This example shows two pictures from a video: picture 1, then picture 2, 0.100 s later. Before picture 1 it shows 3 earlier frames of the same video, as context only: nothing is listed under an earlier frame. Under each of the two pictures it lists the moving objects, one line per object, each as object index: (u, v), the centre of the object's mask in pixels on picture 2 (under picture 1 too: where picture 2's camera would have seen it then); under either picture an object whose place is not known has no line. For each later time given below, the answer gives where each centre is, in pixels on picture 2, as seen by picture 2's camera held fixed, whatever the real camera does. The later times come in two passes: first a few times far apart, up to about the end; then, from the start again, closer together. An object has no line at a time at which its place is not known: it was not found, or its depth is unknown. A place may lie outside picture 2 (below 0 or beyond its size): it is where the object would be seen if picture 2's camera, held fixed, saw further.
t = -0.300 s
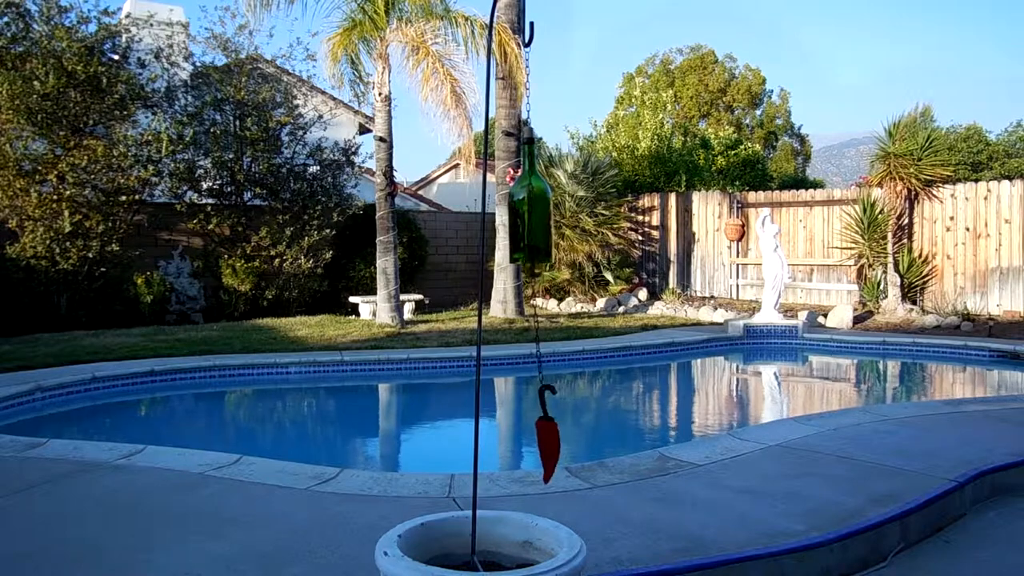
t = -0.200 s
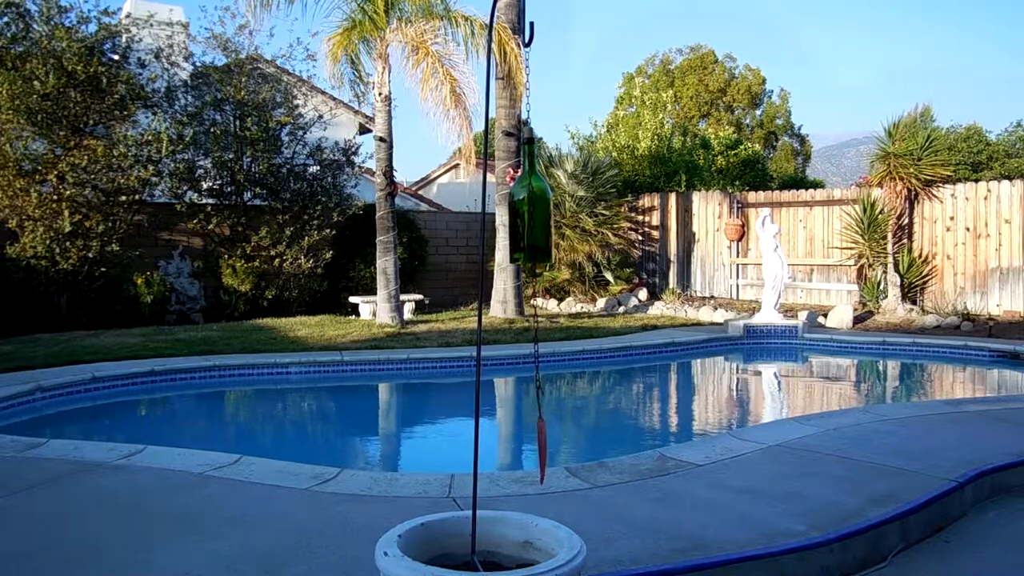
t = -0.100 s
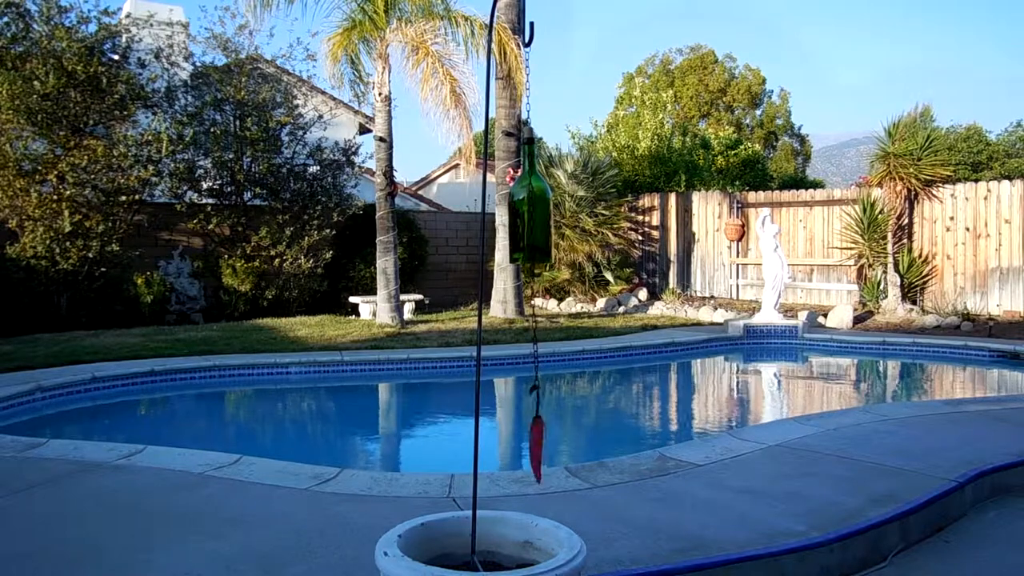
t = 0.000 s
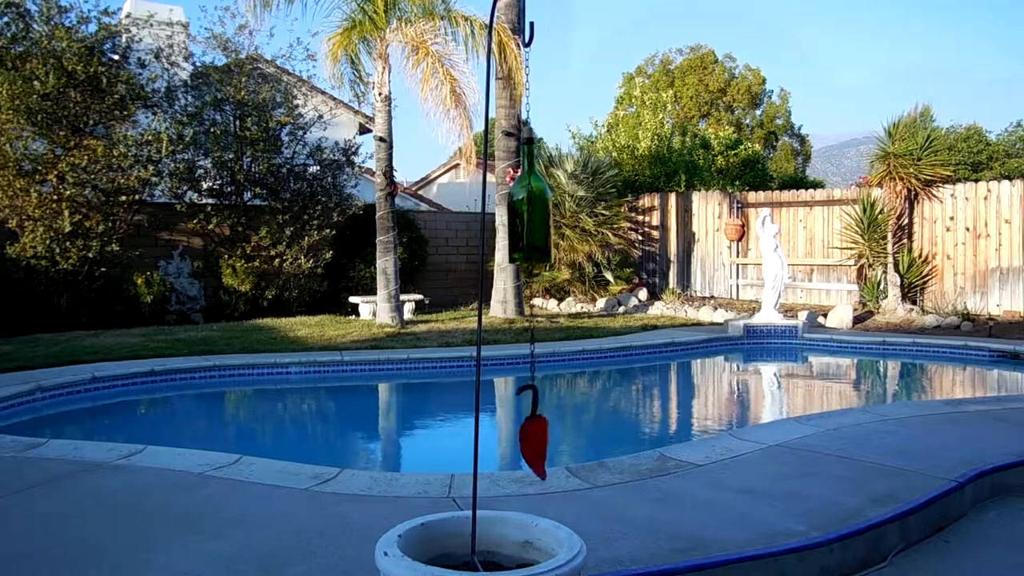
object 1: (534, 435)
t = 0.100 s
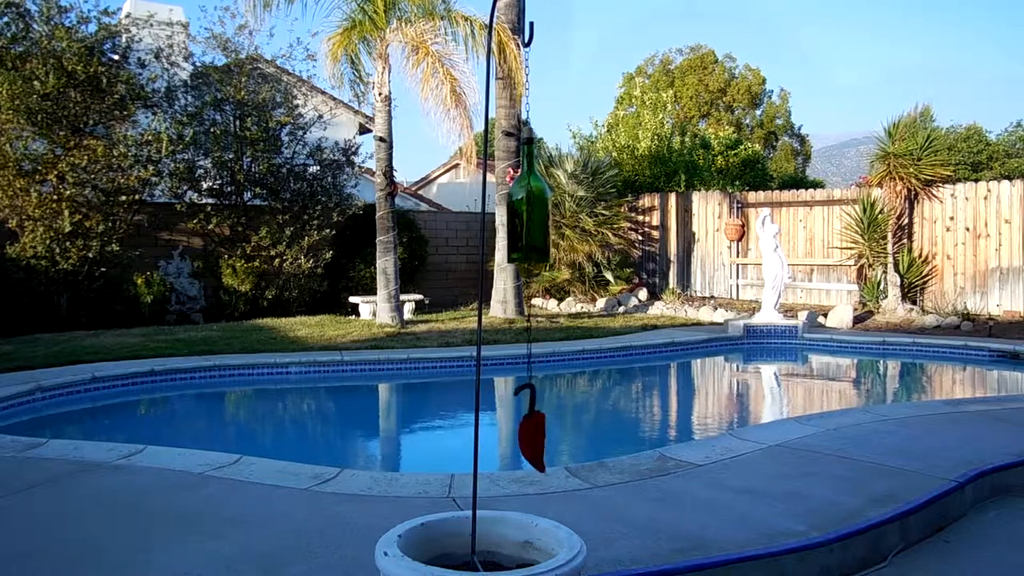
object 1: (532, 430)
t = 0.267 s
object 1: (527, 425)
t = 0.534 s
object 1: (518, 426)
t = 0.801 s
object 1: (522, 430)
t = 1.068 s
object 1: (540, 438)
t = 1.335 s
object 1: (529, 436)
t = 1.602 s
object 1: (513, 429)
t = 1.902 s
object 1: (515, 427)
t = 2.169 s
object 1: (528, 427)
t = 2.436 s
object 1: (529, 431)
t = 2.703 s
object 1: (532, 435)
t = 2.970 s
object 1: (529, 434)
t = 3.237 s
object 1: (517, 426)
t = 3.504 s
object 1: (529, 421)
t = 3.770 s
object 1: (548, 426)
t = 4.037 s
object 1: (546, 434)
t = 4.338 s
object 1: (527, 461)
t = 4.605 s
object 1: (517, 448)
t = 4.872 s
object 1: (521, 430)
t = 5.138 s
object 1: (539, 425)
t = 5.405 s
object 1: (552, 426)
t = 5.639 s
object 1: (539, 454)
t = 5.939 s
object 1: (524, 439)
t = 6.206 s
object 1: (527, 434)
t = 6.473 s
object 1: (528, 427)
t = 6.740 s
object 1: (538, 429)
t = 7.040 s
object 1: (549, 431)
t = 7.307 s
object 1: (538, 452)
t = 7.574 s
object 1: (521, 436)
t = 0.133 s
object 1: (531, 429)
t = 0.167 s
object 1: (530, 428)
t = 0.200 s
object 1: (529, 427)
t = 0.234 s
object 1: (528, 425)
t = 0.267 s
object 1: (527, 425)
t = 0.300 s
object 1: (526, 424)
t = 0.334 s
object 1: (525, 424)
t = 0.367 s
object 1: (523, 424)
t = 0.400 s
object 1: (522, 424)
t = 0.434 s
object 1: (521, 424)
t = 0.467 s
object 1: (520, 424)
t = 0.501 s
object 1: (519, 425)
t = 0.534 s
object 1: (518, 426)
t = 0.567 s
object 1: (517, 426)
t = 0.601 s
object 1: (517, 426)
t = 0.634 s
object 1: (516, 427)
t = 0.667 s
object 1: (517, 427)
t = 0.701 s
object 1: (517, 428)
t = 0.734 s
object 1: (518, 429)
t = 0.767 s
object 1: (519, 430)
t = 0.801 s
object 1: (522, 430)
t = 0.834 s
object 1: (524, 430)
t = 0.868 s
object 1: (526, 432)
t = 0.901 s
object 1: (528, 433)
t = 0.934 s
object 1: (531, 433)
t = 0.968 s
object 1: (533, 434)
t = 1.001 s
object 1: (536, 435)
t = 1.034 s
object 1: (539, 440)
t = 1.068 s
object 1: (540, 438)
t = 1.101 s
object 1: (542, 460)
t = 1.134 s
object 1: (542, 456)
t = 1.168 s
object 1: (542, 446)
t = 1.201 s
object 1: (541, 437)
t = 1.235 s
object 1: (539, 437)
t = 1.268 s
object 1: (536, 436)
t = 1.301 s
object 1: (532, 436)
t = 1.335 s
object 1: (529, 436)
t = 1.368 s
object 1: (526, 435)
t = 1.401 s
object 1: (522, 434)
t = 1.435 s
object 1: (519, 433)
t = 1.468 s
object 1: (517, 432)
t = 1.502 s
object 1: (515, 431)
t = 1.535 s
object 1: (513, 429)
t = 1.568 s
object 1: (513, 427)
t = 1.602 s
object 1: (513, 429)
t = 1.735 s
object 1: (513, 428)
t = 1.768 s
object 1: (513, 428)
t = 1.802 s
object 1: (513, 428)
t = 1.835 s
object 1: (514, 427)
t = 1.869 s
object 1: (514, 427)
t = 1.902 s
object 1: (515, 427)
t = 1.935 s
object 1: (516, 426)
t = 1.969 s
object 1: (517, 426)
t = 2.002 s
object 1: (519, 427)
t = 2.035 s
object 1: (521, 425)
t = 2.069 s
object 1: (522, 426)
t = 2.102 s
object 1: (524, 431)
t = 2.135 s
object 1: (527, 433)
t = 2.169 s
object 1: (528, 427)
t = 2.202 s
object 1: (529, 428)
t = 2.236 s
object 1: (529, 428)
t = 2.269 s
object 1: (528, 429)
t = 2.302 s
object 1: (528, 430)
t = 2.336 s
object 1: (528, 430)
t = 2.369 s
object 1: (528, 430)
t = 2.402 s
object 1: (528, 430)
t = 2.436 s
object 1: (529, 431)
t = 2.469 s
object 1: (530, 429)
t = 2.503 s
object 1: (530, 426)
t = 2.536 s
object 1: (531, 433)
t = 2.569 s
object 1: (532, 438)
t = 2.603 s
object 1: (533, 435)
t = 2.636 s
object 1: (533, 435)
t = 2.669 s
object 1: (533, 435)
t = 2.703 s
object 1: (532, 435)
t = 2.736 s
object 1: (532, 435)
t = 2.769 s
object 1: (531, 435)
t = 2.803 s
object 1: (531, 435)
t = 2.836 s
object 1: (531, 435)
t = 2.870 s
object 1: (531, 442)
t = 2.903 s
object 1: (530, 452)
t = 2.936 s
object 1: (529, 444)
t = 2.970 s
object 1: (529, 434)
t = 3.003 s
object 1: (527, 434)
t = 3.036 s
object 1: (526, 433)
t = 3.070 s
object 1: (523, 433)
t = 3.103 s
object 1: (521, 432)
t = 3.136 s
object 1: (519, 431)
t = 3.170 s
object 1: (518, 429)
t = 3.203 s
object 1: (517, 428)
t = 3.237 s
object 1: (517, 426)
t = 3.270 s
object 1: (517, 425)
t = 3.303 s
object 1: (517, 423)
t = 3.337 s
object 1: (519, 423)
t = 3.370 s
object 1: (520, 422)
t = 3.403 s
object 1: (522, 422)
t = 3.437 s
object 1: (524, 421)
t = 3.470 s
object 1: (526, 421)
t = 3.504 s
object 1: (529, 421)
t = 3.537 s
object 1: (531, 421)
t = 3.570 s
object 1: (534, 421)
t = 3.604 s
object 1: (537, 422)
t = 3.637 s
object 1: (540, 422)
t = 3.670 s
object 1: (542, 423)
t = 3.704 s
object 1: (545, 423)
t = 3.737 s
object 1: (547, 424)
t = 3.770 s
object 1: (548, 426)
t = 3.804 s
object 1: (549, 426)
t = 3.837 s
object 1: (550, 427)
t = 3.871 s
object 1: (550, 428)
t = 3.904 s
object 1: (550, 429)
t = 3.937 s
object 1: (549, 430)
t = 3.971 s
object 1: (548, 431)
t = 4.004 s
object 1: (547, 433)
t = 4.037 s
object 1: (546, 434)
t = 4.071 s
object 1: (544, 435)
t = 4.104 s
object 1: (542, 436)
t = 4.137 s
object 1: (540, 438)
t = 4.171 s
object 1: (538, 438)
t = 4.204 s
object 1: (536, 450)
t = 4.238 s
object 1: (534, 450)
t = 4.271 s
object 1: (531, 455)
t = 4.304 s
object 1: (529, 459)
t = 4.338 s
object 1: (527, 461)
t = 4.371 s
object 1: (525, 456)
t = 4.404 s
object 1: (523, 454)
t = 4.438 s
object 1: (522, 452)
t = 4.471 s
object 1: (521, 452)
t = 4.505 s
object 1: (519, 451)
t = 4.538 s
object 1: (518, 449)
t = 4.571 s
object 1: (517, 449)
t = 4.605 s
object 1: (517, 448)
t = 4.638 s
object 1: (517, 447)
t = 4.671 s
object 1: (516, 447)
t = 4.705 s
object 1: (517, 446)
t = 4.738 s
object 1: (517, 444)
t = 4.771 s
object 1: (518, 442)
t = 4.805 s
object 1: (519, 442)
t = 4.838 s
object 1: (520, 431)
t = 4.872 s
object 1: (521, 430)
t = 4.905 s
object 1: (523, 429)
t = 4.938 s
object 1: (525, 428)
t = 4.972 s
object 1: (527, 428)
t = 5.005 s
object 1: (529, 428)
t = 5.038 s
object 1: (531, 427)
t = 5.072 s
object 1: (534, 426)
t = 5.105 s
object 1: (536, 426)
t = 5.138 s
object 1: (539, 425)
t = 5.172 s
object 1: (542, 425)
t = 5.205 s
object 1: (544, 425)
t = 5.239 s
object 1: (547, 425)
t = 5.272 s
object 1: (549, 425)
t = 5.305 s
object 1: (550, 425)
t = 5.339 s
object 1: (551, 425)
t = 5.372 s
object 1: (552, 426)
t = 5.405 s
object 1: (552, 426)
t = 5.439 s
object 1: (551, 427)
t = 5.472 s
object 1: (550, 430)
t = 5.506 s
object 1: (549, 431)
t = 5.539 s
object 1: (547, 441)
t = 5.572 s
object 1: (545, 446)
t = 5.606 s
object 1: (542, 454)
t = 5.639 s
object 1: (539, 454)
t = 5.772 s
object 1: (528, 446)
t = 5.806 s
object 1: (527, 447)
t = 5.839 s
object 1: (526, 438)
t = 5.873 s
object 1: (525, 438)
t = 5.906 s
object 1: (525, 439)
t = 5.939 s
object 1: (524, 439)
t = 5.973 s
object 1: (525, 438)
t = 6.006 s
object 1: (525, 438)
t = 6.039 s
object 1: (525, 437)
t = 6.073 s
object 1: (526, 437)
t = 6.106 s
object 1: (526, 436)
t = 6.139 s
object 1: (527, 436)
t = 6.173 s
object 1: (527, 434)
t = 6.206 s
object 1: (527, 434)
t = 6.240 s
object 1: (527, 433)
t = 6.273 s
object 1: (528, 432)
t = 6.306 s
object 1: (528, 431)
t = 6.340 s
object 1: (528, 430)
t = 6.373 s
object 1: (528, 430)
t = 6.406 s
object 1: (528, 429)
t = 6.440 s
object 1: (528, 428)
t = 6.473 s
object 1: (528, 427)
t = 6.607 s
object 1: (531, 443)
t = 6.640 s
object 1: (532, 440)
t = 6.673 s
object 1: (534, 437)
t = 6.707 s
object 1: (536, 430)
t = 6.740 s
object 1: (538, 429)
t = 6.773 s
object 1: (540, 429)
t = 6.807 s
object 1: (542, 430)
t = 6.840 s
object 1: (544, 430)
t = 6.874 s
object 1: (546, 430)
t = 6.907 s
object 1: (547, 430)
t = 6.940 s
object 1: (548, 430)
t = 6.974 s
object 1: (550, 431)
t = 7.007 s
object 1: (550, 431)
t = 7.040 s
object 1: (549, 431)
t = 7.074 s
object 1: (549, 432)
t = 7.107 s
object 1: (548, 433)
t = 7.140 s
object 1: (547, 434)
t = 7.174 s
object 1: (545, 433)
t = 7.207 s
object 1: (544, 445)
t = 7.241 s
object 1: (541, 435)
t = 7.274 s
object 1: (540, 453)
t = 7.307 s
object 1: (538, 452)
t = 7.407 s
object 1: (529, 447)
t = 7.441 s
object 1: (526, 446)
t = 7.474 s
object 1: (524, 438)
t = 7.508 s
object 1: (523, 437)
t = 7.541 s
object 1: (522, 436)
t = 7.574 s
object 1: (521, 436)
